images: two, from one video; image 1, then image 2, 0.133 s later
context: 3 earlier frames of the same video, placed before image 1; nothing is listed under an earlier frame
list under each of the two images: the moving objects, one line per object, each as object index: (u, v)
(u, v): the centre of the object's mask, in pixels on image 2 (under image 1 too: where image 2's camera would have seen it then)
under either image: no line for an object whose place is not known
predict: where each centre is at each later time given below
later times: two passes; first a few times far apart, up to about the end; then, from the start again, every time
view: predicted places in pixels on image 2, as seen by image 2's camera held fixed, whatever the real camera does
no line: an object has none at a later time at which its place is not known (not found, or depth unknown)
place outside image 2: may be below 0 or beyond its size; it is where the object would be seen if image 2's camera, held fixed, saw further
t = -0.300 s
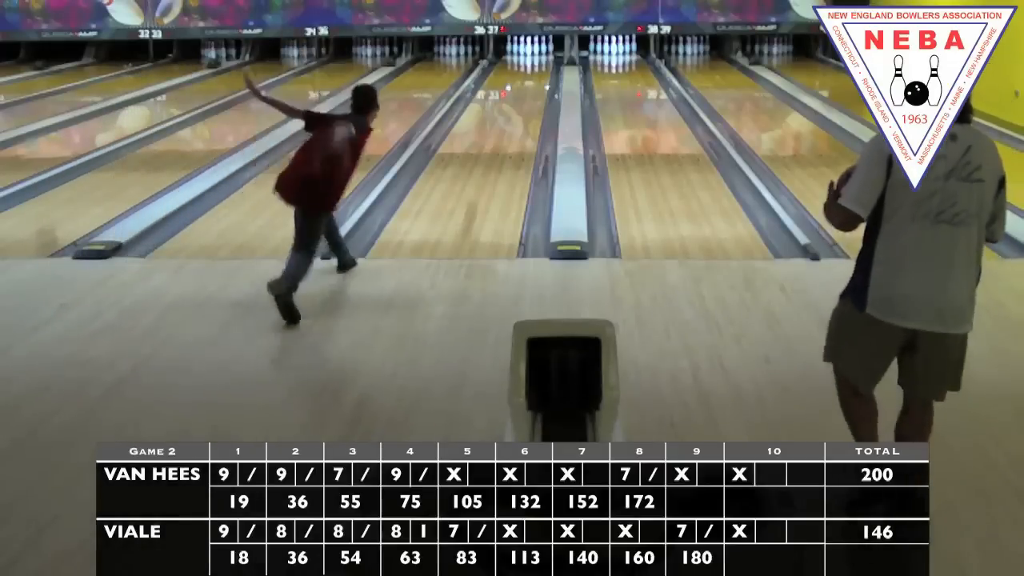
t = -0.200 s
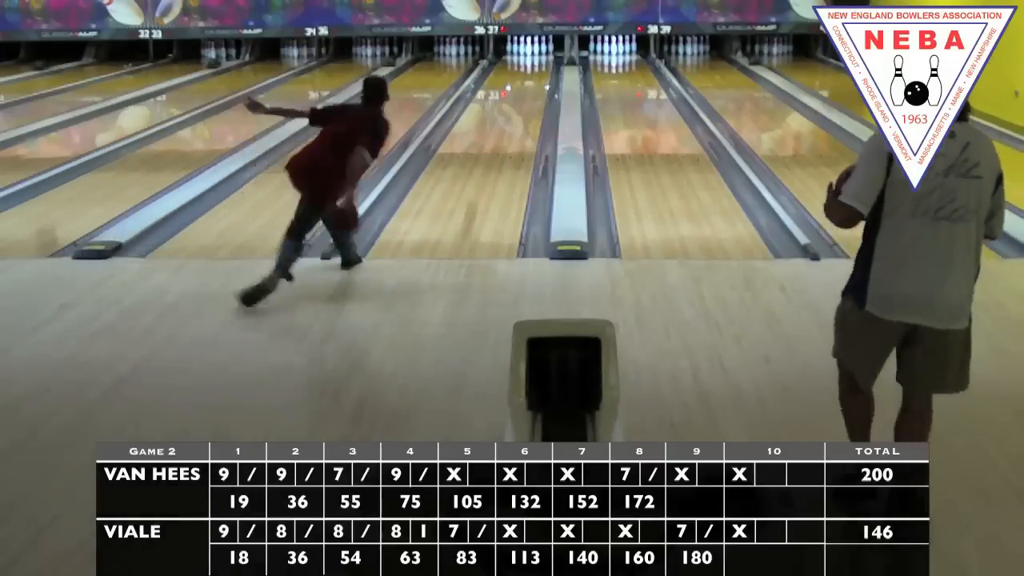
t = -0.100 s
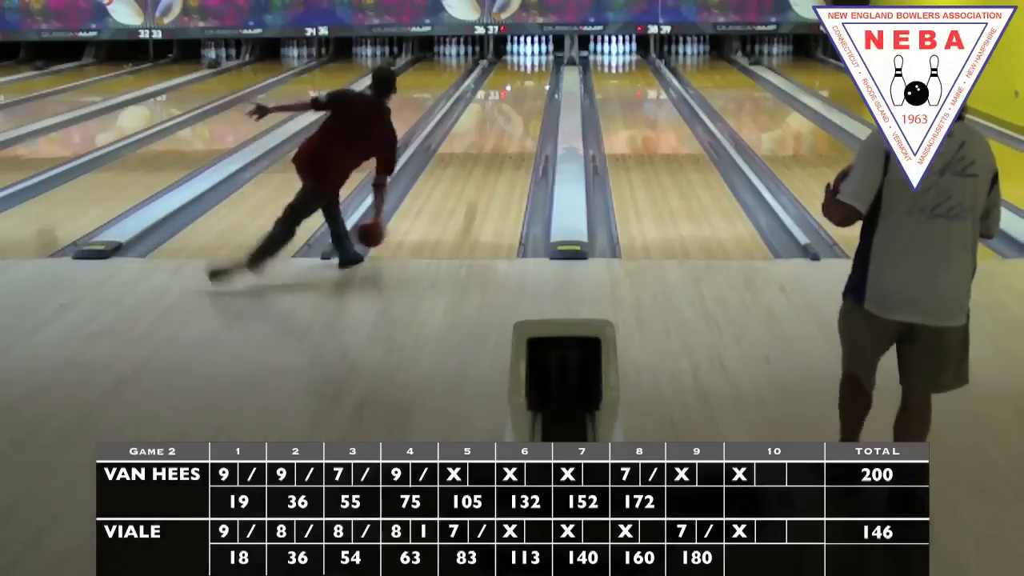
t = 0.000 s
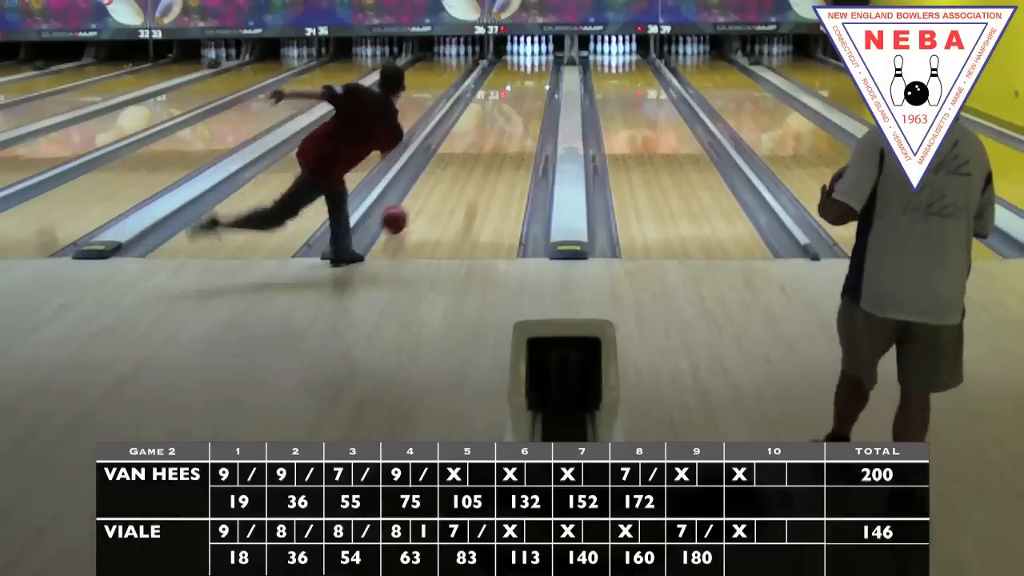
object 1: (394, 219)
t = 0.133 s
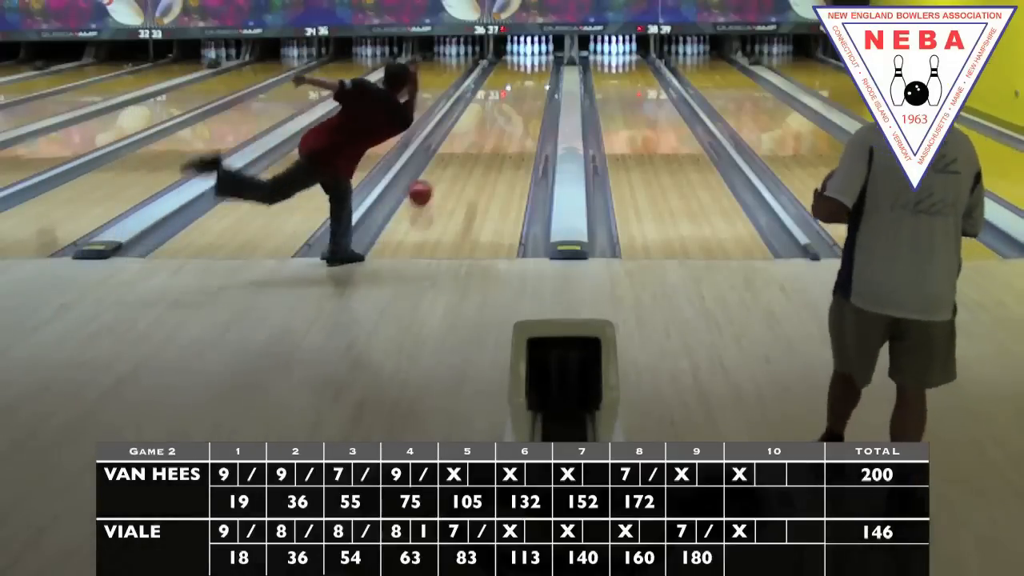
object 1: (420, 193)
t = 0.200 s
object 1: (431, 181)
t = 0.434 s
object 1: (460, 148)
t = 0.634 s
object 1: (479, 127)
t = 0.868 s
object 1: (496, 108)
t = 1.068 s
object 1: (508, 95)
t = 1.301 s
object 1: (518, 83)
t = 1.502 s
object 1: (524, 72)
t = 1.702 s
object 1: (529, 66)
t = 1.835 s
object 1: (532, 61)
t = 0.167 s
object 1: (426, 187)
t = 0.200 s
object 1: (431, 181)
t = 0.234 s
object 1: (435, 176)
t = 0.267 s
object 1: (440, 171)
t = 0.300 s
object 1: (444, 166)
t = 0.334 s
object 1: (448, 161)
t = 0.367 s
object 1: (453, 157)
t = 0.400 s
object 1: (457, 152)
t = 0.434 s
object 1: (460, 148)
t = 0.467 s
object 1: (464, 144)
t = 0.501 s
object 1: (467, 141)
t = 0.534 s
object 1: (471, 137)
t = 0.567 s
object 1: (474, 134)
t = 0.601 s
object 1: (477, 130)
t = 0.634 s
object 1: (479, 127)
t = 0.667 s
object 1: (482, 124)
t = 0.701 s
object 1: (485, 121)
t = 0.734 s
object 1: (487, 118)
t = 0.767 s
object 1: (490, 115)
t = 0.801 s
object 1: (492, 113)
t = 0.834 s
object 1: (494, 110)
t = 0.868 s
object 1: (496, 108)
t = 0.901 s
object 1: (498, 105)
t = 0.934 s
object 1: (500, 103)
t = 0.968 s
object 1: (503, 101)
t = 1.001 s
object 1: (504, 98)
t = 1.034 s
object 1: (506, 96)
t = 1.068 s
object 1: (508, 95)
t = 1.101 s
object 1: (509, 93)
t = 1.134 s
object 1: (511, 91)
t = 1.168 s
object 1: (513, 89)
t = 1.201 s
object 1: (514, 88)
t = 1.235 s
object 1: (516, 85)
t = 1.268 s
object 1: (517, 84)
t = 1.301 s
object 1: (518, 83)
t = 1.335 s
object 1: (519, 81)
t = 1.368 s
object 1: (521, 79)
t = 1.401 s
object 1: (522, 78)
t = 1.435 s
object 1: (523, 76)
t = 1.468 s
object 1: (523, 74)
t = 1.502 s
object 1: (524, 72)
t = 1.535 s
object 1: (525, 72)
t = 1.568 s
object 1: (526, 71)
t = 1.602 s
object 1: (527, 69)
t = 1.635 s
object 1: (528, 68)
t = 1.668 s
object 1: (528, 67)
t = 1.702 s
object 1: (529, 66)
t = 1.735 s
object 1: (530, 65)
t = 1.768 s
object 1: (530, 64)
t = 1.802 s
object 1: (532, 63)
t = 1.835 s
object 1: (532, 61)
